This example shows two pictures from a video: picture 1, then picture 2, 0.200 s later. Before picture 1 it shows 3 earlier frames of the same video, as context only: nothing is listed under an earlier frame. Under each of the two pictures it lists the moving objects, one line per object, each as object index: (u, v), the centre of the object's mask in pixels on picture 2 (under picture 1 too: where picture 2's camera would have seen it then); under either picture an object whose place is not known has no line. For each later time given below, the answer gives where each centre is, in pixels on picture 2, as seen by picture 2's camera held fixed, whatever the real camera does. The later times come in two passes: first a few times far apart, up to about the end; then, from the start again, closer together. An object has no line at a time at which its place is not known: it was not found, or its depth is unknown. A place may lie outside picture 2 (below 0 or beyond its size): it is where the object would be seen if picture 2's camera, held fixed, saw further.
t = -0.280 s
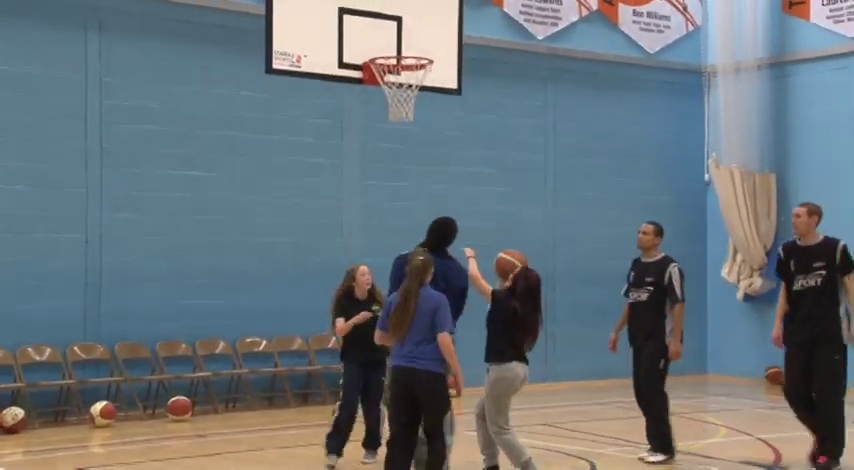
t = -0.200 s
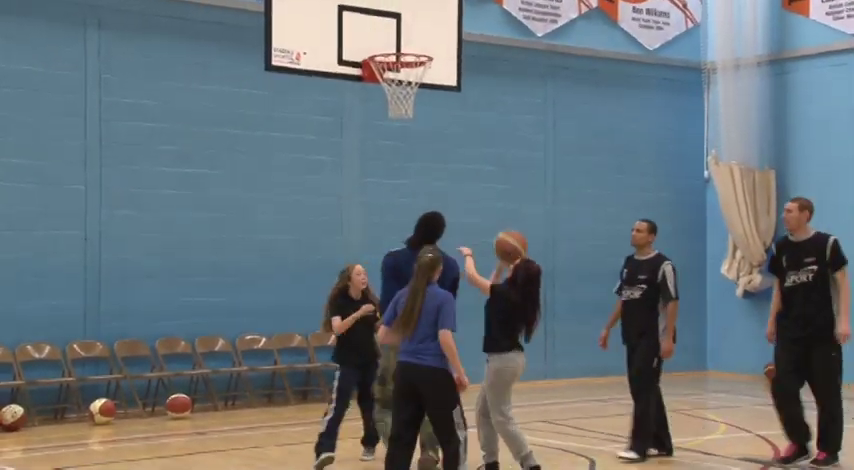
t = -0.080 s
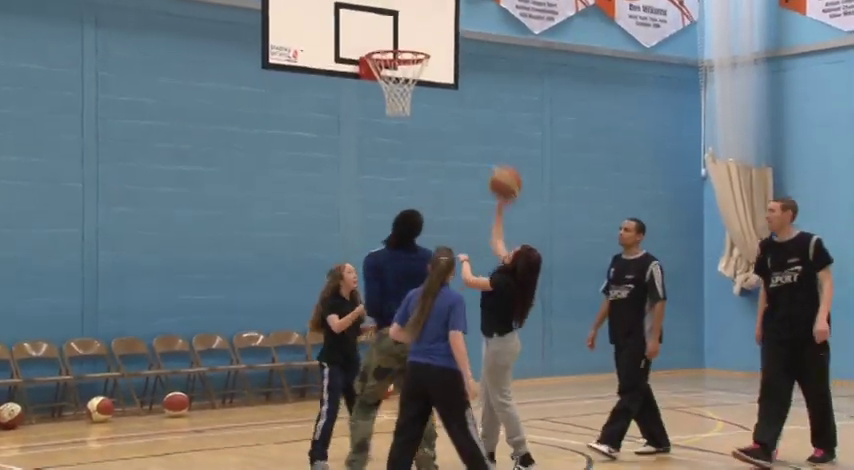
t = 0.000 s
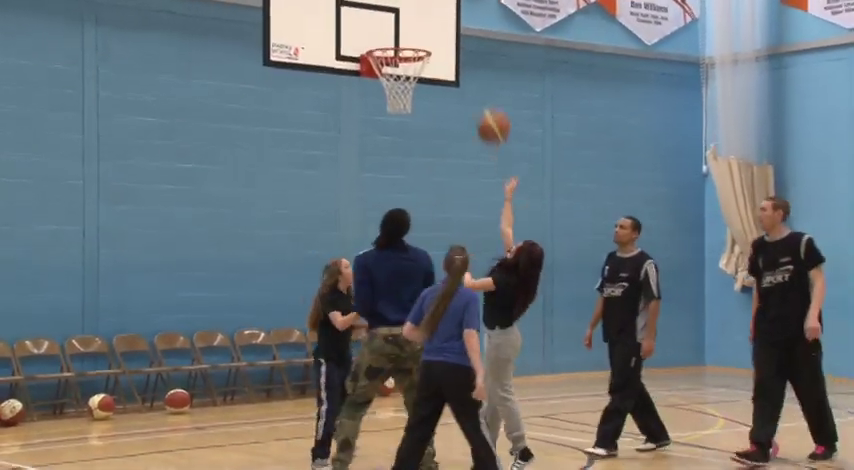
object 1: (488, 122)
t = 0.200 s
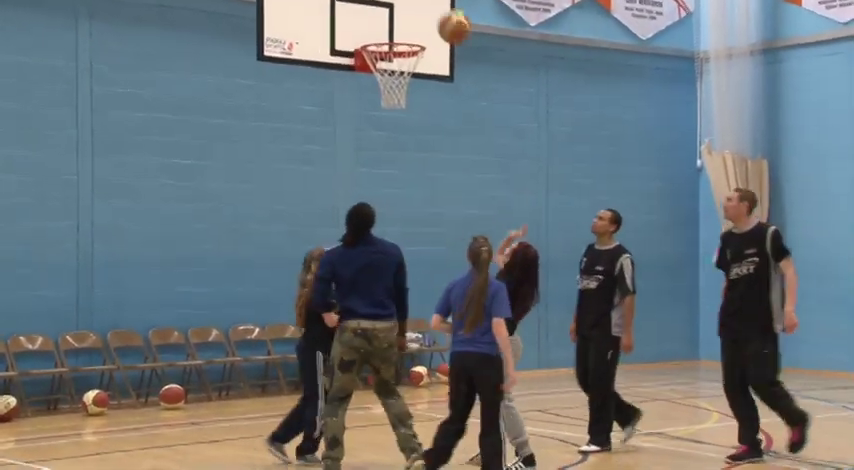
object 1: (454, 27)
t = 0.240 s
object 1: (447, 15)
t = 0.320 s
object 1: (433, 6)
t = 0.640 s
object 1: (383, 11)
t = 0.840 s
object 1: (391, 35)
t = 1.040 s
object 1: (393, 41)
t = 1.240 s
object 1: (393, 58)
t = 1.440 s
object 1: (395, 72)
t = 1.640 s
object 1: (394, 95)
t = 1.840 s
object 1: (391, 149)
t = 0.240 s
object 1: (447, 15)
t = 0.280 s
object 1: (440, 10)
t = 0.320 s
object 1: (433, 6)
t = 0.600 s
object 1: (389, 7)
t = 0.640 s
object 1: (383, 11)
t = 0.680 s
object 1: (377, 17)
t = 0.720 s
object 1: (377, 25)
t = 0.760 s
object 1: (380, 33)
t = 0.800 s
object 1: (385, 35)
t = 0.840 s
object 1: (391, 35)
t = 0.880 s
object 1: (396, 39)
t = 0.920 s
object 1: (398, 40)
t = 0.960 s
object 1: (396, 38)
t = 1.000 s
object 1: (394, 38)
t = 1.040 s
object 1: (393, 41)
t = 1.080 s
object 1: (392, 44)
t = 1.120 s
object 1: (392, 45)
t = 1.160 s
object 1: (392, 46)
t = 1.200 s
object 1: (392, 51)
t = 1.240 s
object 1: (393, 58)
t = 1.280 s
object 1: (395, 65)
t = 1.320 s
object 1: (393, 77)
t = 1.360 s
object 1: (395, 75)
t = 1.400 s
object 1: (396, 71)
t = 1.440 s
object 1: (395, 72)
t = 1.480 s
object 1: (395, 75)
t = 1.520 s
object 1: (396, 79)
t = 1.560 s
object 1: (395, 83)
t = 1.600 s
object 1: (394, 89)
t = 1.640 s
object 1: (394, 95)
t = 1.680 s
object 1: (393, 101)
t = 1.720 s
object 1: (392, 111)
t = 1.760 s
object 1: (392, 122)
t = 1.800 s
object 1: (391, 134)
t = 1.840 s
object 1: (391, 149)
